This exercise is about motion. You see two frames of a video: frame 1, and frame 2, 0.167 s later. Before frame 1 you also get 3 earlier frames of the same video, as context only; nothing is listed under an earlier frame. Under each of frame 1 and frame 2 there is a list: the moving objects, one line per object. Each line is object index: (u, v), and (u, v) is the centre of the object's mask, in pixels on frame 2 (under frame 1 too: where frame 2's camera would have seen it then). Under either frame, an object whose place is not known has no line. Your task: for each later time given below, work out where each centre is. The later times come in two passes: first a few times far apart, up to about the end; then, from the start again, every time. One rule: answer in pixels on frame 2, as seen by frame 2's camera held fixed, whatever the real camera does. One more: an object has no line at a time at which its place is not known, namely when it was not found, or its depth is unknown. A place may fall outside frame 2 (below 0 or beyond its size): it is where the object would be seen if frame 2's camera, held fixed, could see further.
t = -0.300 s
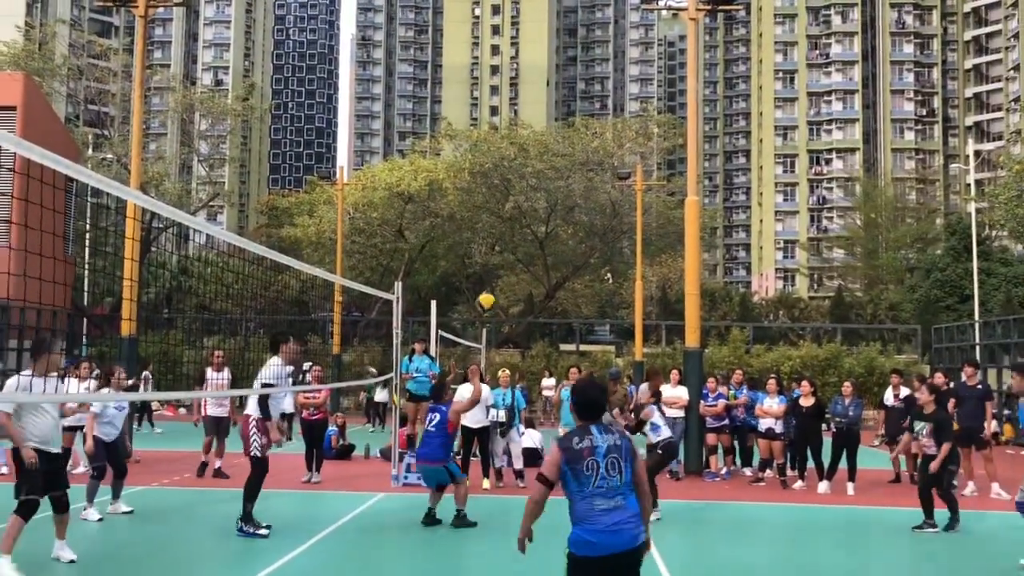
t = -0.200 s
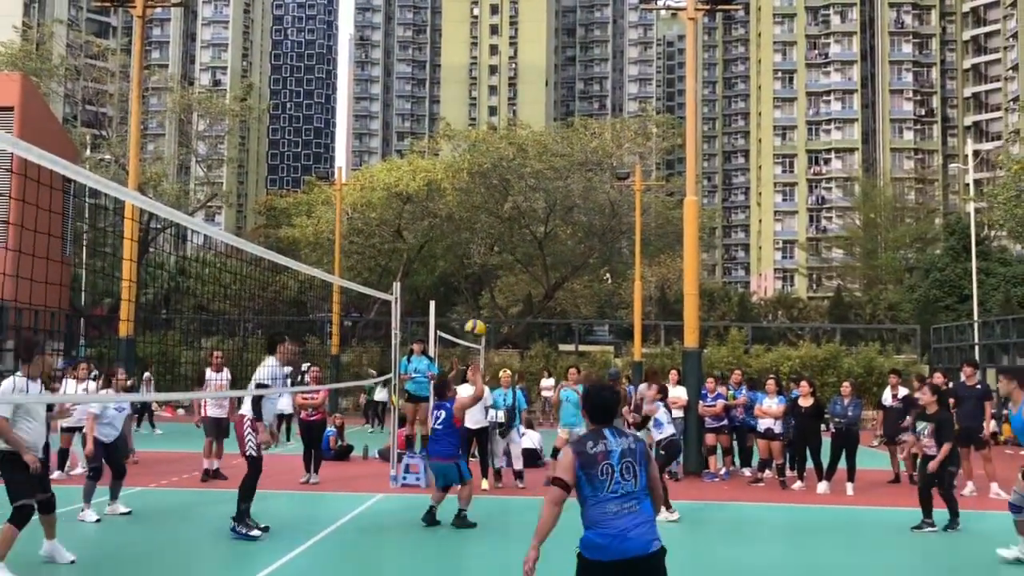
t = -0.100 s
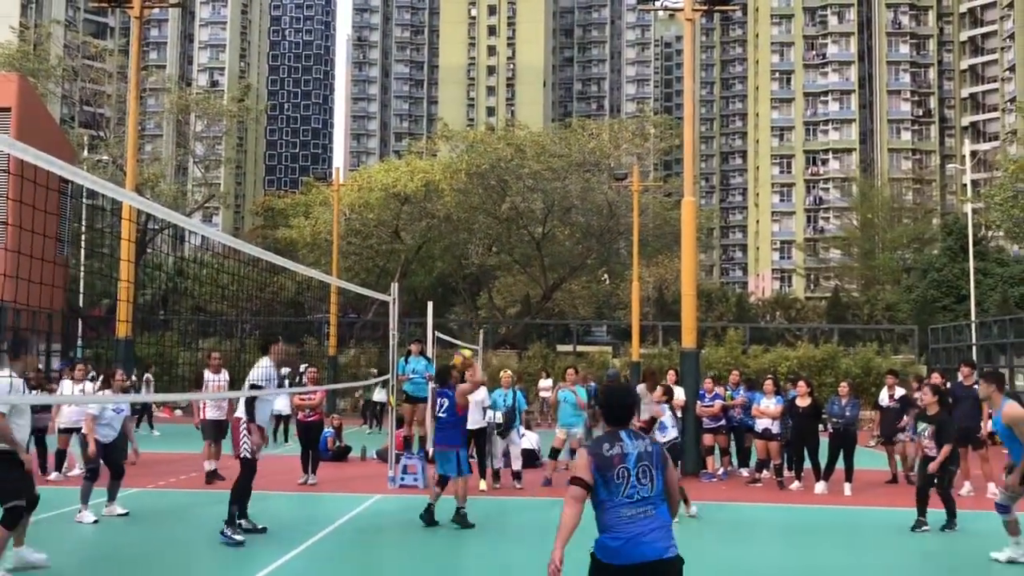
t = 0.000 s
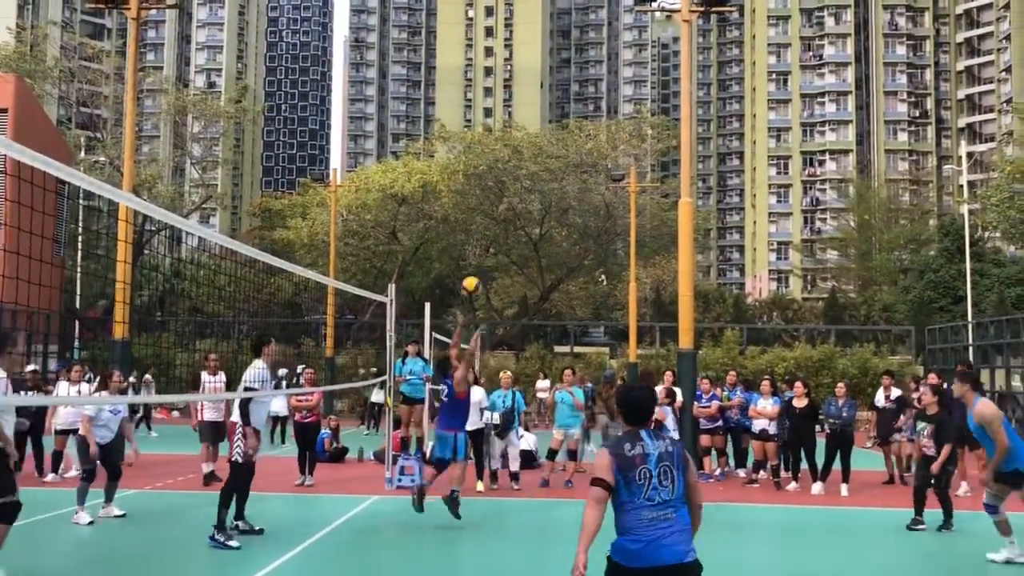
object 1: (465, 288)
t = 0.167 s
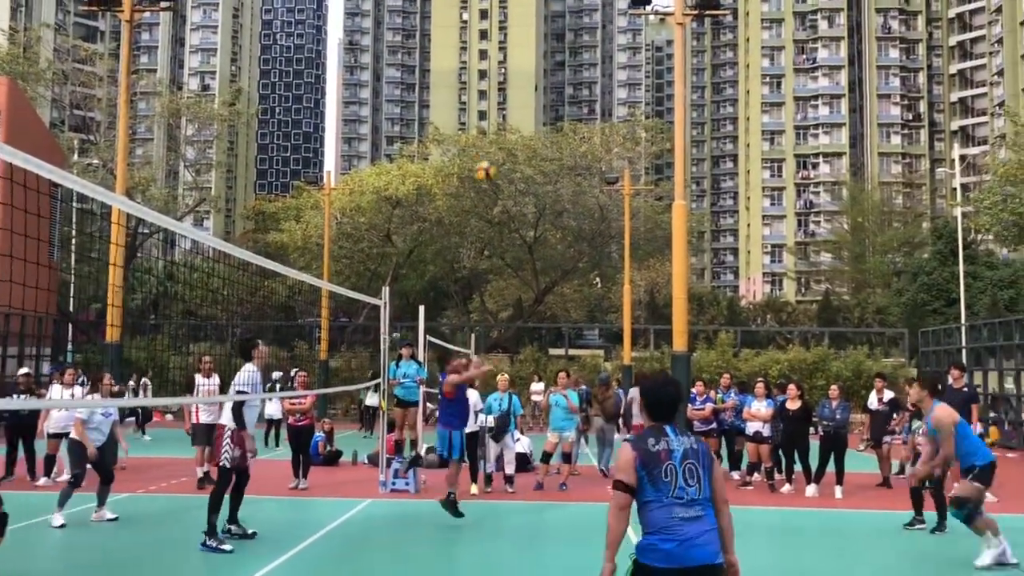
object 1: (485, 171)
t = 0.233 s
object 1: (491, 132)
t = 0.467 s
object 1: (516, 29)
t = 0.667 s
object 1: (538, -17)
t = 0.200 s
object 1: (490, 151)
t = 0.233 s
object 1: (491, 132)
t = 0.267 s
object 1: (496, 114)
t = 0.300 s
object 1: (498, 97)
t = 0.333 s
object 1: (501, 81)
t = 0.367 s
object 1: (506, 67)
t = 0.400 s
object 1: (508, 52)
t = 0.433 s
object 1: (513, 39)
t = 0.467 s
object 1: (516, 29)
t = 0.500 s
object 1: (520, 18)
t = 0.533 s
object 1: (522, 7)
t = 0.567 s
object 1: (526, 0)
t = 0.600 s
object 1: (530, -9)
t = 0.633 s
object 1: (533, -14)
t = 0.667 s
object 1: (538, -17)
